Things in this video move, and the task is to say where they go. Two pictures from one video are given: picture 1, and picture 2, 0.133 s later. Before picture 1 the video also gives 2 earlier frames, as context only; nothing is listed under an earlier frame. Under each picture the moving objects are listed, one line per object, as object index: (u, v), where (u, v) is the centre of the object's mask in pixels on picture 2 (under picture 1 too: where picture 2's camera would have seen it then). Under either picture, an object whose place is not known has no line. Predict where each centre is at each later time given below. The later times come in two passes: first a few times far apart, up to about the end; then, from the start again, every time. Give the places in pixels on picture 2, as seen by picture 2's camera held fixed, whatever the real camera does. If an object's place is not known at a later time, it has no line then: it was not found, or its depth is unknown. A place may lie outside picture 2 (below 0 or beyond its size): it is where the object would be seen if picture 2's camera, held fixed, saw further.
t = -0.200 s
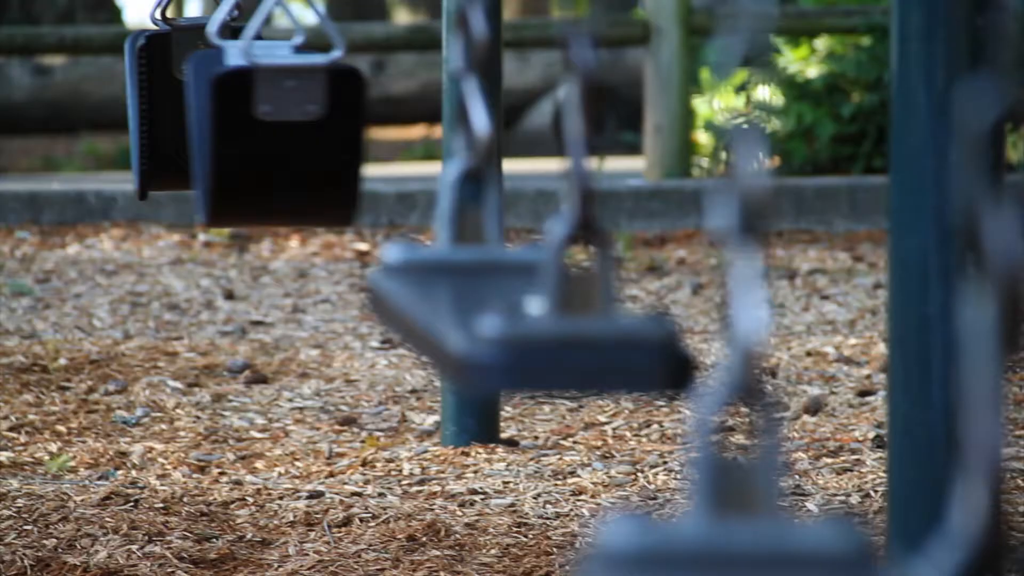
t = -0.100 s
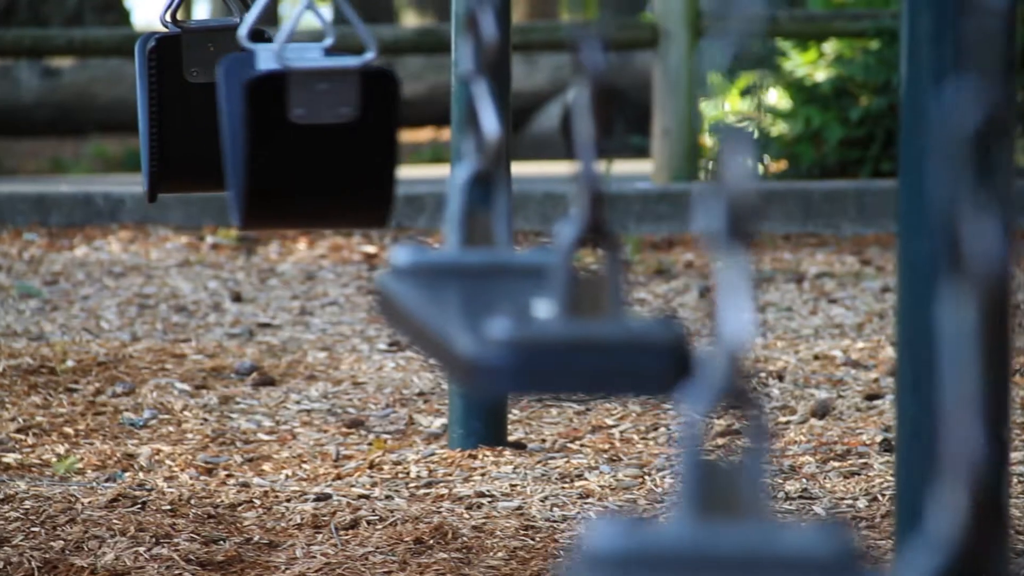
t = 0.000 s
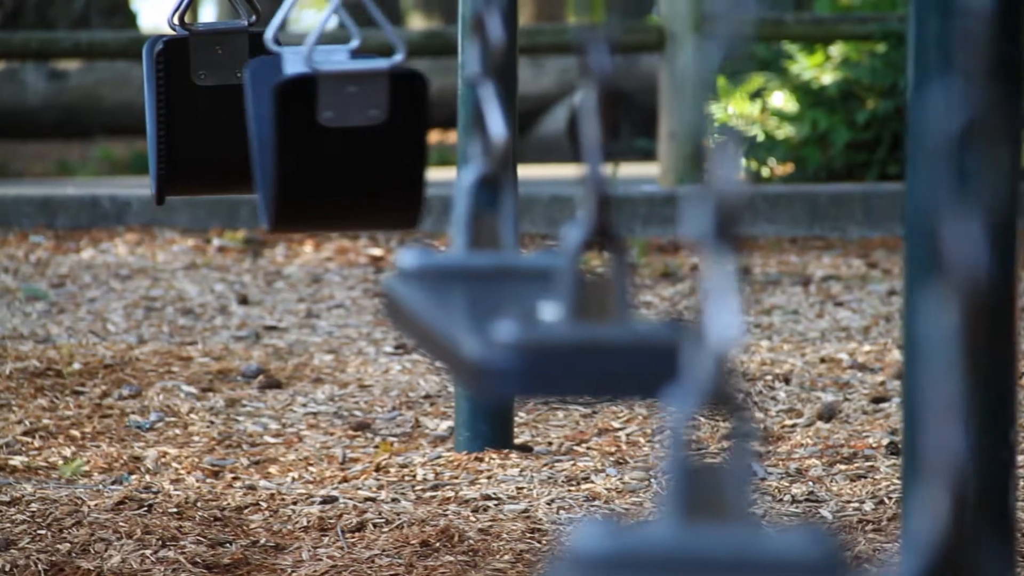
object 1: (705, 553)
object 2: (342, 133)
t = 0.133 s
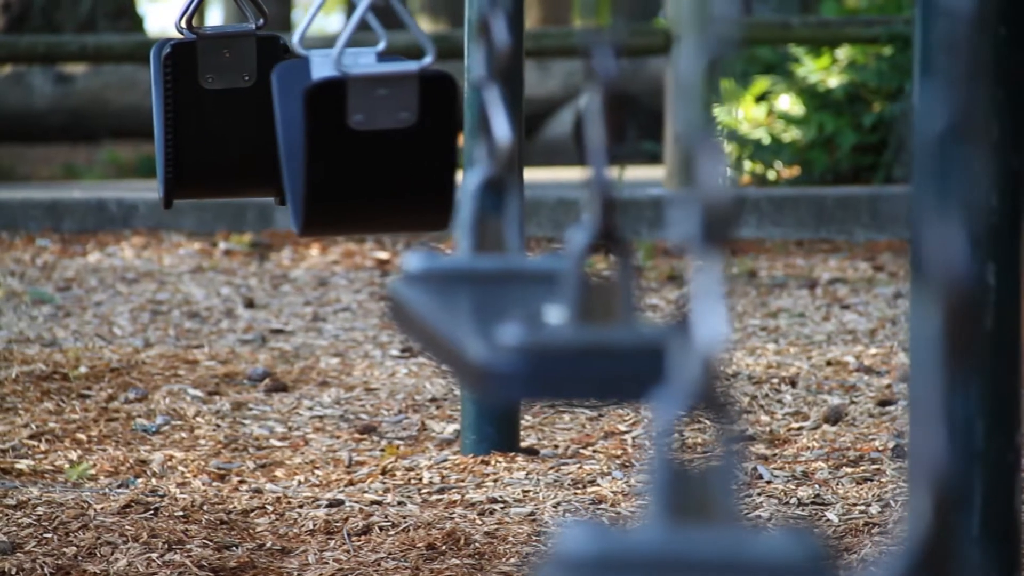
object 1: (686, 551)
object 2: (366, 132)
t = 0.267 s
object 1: (682, 551)
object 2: (379, 130)
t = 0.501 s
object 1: (700, 551)
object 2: (377, 130)
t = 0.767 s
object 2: (343, 132)
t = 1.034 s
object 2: (281, 134)
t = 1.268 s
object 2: (230, 138)
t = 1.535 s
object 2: (191, 137)
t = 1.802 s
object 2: (193, 138)
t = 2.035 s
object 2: (226, 139)
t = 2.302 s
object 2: (285, 140)
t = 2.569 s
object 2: (343, 140)
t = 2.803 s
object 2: (372, 137)
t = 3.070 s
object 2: (371, 137)
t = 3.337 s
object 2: (335, 140)
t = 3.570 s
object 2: (285, 141)
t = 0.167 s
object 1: (685, 551)
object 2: (370, 132)
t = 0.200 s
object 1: (684, 550)
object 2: (374, 131)
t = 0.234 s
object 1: (684, 551)
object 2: (376, 131)
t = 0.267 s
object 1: (682, 551)
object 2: (379, 130)
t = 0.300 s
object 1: (684, 551)
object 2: (380, 130)
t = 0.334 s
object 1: (686, 550)
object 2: (381, 130)
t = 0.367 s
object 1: (688, 551)
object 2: (381, 130)
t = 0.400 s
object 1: (689, 551)
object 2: (381, 130)
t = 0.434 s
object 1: (691, 551)
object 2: (379, 130)
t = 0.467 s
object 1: (696, 551)
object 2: (378, 130)
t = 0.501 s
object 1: (700, 551)
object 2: (377, 130)
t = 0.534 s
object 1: (706, 551)
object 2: (375, 131)
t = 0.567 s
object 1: (713, 551)
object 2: (373, 131)
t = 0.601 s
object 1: (720, 551)
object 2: (369, 131)
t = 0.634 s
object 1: (730, 552)
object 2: (366, 132)
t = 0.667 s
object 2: (361, 132)
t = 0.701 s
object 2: (355, 132)
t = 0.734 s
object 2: (349, 132)
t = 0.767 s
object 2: (343, 132)
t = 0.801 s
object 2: (336, 133)
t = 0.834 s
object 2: (329, 135)
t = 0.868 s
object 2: (321, 135)
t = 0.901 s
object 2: (313, 133)
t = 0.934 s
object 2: (306, 133)
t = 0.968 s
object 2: (298, 134)
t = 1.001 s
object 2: (289, 136)
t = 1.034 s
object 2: (281, 134)
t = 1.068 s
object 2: (273, 134)
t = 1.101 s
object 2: (266, 134)
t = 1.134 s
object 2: (257, 137)
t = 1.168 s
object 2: (251, 138)
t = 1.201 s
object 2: (243, 137)
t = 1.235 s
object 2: (236, 137)
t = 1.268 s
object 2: (230, 138)
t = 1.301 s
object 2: (223, 137)
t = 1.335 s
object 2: (217, 137)
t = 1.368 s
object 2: (211, 137)
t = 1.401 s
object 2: (207, 137)
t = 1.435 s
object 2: (203, 137)
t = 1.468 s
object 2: (198, 138)
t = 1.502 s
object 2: (194, 137)
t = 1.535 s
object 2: (191, 137)
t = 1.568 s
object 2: (190, 137)
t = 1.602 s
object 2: (189, 137)
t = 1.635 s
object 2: (188, 137)
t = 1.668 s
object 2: (188, 137)
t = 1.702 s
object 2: (188, 137)
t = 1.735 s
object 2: (189, 137)
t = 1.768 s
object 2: (190, 138)
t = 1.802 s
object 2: (193, 138)
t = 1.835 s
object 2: (196, 138)
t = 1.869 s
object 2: (201, 139)
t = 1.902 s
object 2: (205, 139)
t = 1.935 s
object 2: (210, 138)
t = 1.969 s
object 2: (215, 138)
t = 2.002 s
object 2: (220, 139)
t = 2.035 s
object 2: (226, 139)
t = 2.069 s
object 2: (232, 138)
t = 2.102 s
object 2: (238, 139)
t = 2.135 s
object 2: (246, 140)
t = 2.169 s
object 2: (254, 139)
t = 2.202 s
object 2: (261, 139)
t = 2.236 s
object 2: (269, 140)
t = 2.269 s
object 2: (277, 140)
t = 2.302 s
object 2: (285, 140)
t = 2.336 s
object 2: (293, 140)
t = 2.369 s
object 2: (301, 140)
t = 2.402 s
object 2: (308, 140)
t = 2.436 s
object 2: (316, 140)
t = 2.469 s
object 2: (323, 140)
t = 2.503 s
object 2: (331, 140)
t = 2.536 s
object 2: (337, 139)
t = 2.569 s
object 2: (343, 140)
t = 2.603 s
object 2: (349, 139)
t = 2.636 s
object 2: (355, 139)
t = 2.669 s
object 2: (359, 139)
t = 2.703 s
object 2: (364, 139)
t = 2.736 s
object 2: (368, 138)
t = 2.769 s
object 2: (371, 138)
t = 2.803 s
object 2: (372, 137)
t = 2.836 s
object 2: (373, 137)
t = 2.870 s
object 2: (374, 136)
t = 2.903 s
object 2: (374, 136)
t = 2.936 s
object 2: (374, 136)
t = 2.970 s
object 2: (374, 136)
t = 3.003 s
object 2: (374, 136)
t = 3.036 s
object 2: (373, 137)
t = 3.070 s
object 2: (371, 137)
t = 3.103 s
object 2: (369, 138)
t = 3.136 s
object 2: (367, 138)
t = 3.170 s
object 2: (363, 139)
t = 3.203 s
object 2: (359, 139)
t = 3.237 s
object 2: (354, 140)
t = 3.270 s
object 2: (348, 140)
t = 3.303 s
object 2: (342, 140)
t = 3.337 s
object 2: (335, 140)
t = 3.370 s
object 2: (329, 141)
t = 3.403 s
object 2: (322, 141)
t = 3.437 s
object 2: (315, 141)
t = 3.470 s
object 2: (308, 141)
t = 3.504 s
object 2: (300, 141)
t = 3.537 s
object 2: (293, 141)
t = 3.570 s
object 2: (285, 141)
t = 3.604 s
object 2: (278, 141)
